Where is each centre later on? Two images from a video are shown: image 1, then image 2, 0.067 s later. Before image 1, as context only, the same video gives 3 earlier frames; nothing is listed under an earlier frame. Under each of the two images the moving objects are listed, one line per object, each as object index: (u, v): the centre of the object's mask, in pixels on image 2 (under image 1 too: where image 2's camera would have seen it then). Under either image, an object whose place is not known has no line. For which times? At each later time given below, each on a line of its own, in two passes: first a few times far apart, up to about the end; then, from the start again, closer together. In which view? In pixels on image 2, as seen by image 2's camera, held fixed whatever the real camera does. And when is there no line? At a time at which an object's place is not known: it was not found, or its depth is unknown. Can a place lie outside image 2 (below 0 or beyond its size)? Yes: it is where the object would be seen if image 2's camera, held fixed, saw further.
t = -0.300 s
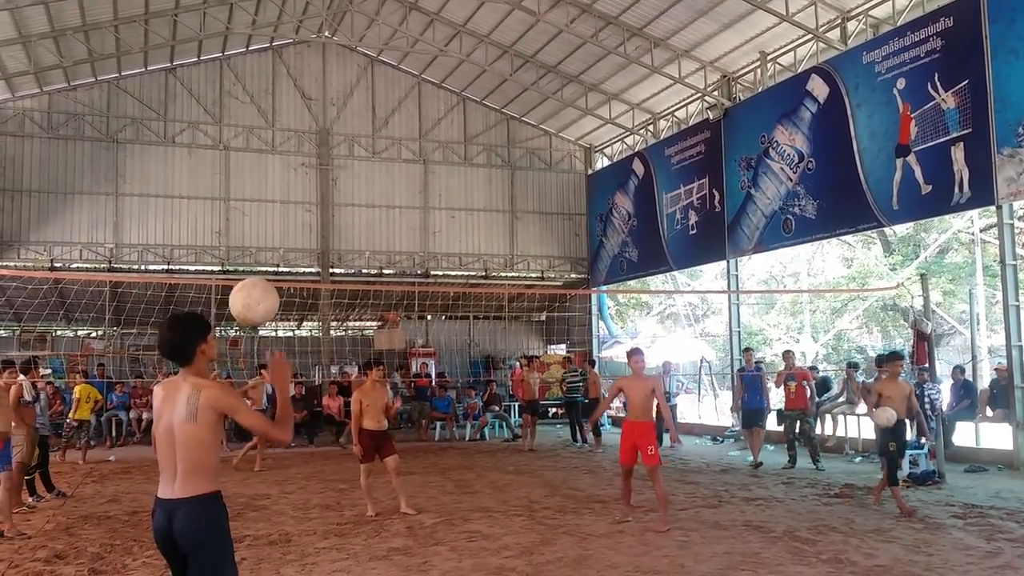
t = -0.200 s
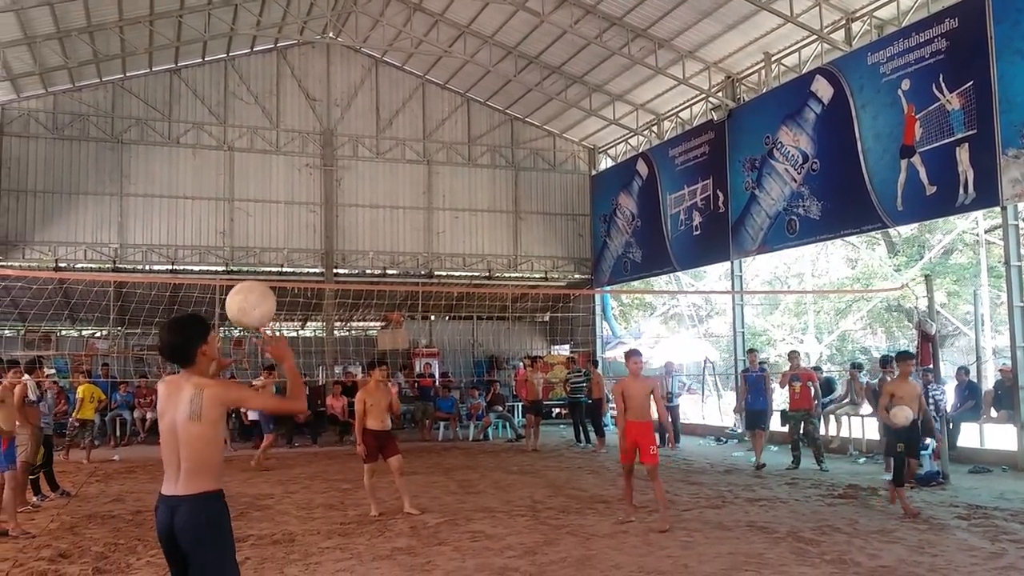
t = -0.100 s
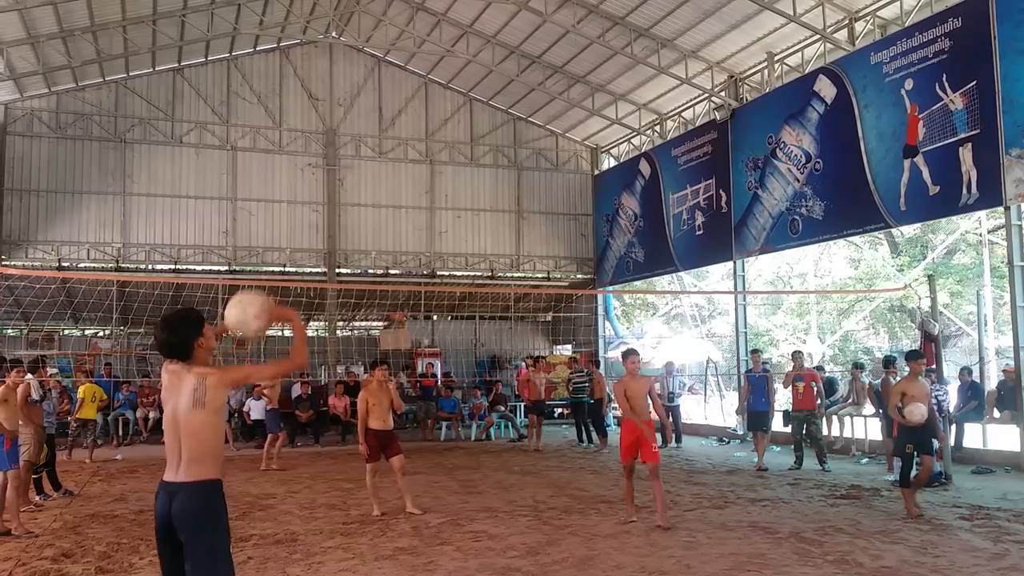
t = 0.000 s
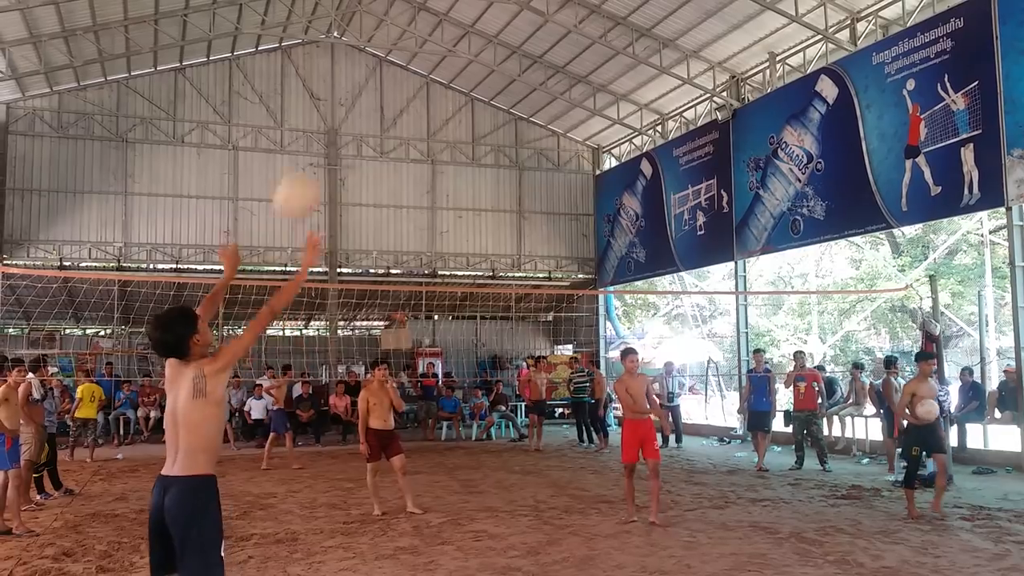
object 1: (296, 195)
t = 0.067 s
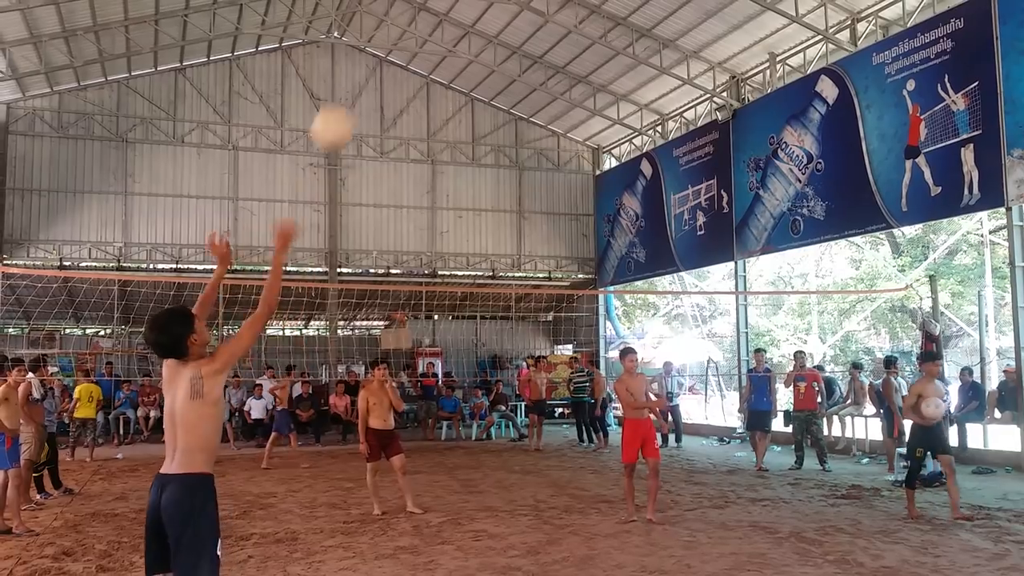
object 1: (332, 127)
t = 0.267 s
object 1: (418, 10)
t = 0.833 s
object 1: (577, 19)
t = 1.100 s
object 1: (627, 141)
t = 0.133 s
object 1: (364, 73)
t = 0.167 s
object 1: (379, 49)
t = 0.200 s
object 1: (393, 31)
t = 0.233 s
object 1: (406, 18)
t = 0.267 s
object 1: (418, 10)
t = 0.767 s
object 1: (563, 6)
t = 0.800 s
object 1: (571, 11)
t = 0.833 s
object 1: (577, 19)
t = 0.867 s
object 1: (585, 32)
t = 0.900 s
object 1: (591, 45)
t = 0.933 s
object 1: (597, 60)
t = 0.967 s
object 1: (604, 74)
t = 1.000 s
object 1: (610, 90)
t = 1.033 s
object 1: (614, 105)
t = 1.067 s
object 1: (621, 122)
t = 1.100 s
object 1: (627, 141)
